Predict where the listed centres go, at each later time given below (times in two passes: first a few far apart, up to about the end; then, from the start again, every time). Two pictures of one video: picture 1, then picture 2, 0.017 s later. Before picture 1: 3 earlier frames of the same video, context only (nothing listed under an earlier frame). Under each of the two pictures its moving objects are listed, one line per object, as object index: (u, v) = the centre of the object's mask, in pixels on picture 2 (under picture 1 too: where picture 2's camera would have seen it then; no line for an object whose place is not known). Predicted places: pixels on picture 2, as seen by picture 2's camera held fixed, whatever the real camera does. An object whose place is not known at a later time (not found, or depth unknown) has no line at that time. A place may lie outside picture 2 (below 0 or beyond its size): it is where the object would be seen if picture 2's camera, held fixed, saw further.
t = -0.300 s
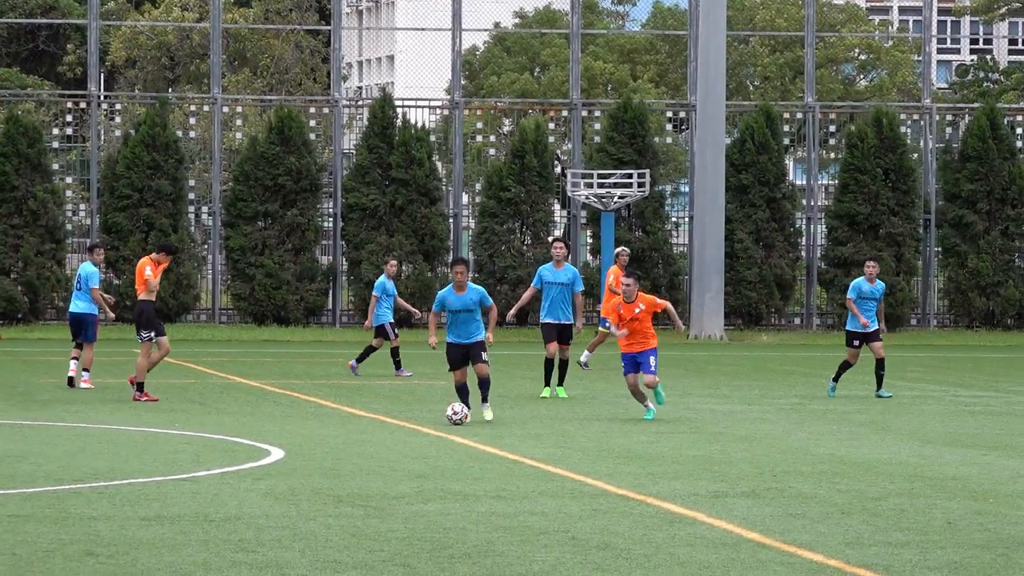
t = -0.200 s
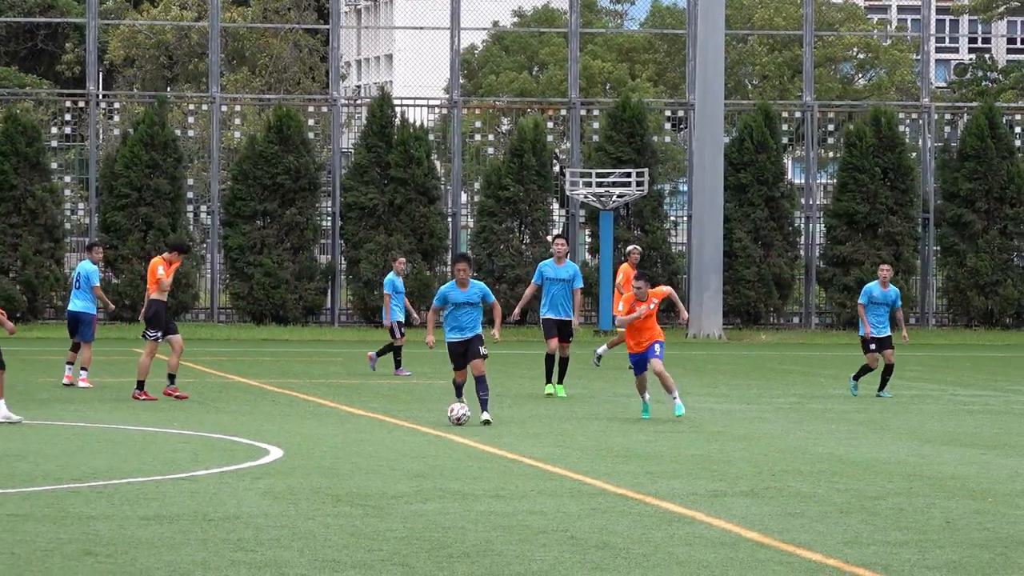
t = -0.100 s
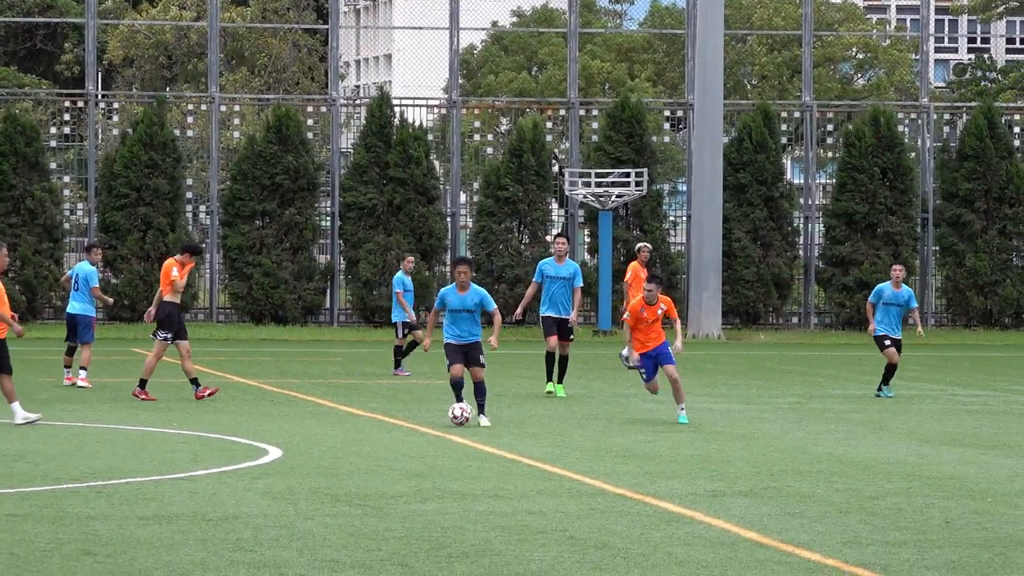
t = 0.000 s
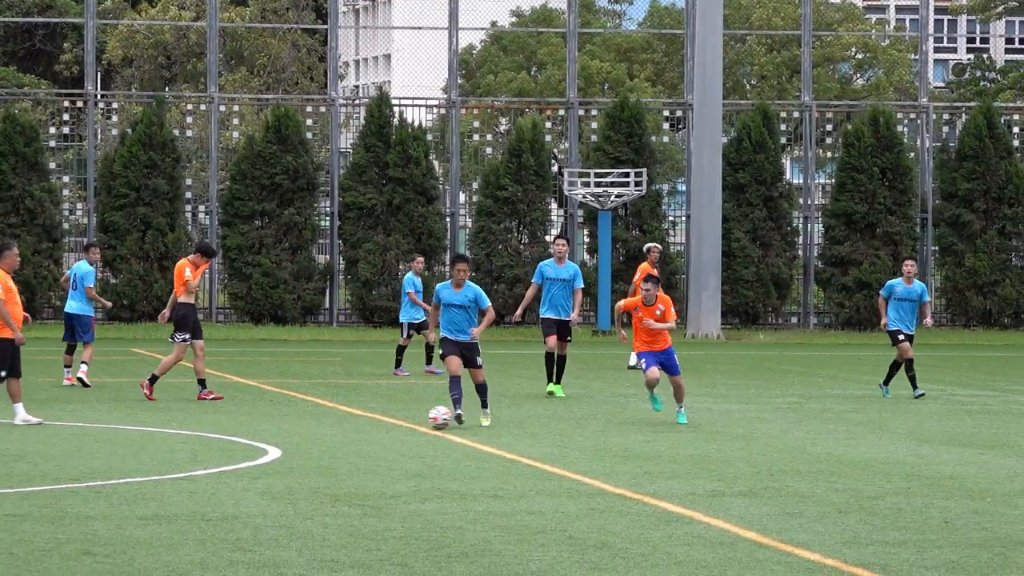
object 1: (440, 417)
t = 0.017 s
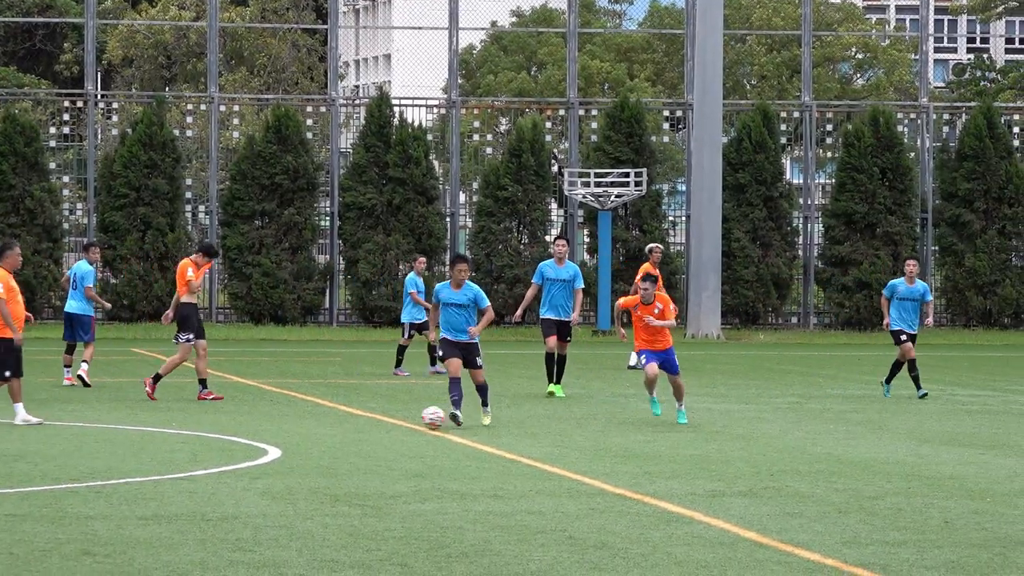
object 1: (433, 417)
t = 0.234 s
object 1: (345, 428)
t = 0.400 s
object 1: (277, 435)
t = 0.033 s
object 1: (426, 418)
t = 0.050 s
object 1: (420, 419)
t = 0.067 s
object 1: (413, 421)
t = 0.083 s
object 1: (406, 422)
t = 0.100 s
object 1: (400, 423)
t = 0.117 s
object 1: (393, 423)
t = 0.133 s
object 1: (386, 423)
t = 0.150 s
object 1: (380, 424)
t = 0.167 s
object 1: (373, 425)
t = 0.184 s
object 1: (366, 426)
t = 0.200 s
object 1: (359, 427)
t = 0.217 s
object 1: (352, 427)
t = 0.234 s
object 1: (345, 428)
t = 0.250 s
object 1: (338, 429)
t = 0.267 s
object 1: (332, 430)
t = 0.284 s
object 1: (325, 431)
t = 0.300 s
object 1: (318, 432)
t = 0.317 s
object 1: (311, 432)
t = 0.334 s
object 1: (304, 433)
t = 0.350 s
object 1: (297, 434)
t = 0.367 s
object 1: (290, 435)
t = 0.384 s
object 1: (283, 435)
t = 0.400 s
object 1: (277, 435)
